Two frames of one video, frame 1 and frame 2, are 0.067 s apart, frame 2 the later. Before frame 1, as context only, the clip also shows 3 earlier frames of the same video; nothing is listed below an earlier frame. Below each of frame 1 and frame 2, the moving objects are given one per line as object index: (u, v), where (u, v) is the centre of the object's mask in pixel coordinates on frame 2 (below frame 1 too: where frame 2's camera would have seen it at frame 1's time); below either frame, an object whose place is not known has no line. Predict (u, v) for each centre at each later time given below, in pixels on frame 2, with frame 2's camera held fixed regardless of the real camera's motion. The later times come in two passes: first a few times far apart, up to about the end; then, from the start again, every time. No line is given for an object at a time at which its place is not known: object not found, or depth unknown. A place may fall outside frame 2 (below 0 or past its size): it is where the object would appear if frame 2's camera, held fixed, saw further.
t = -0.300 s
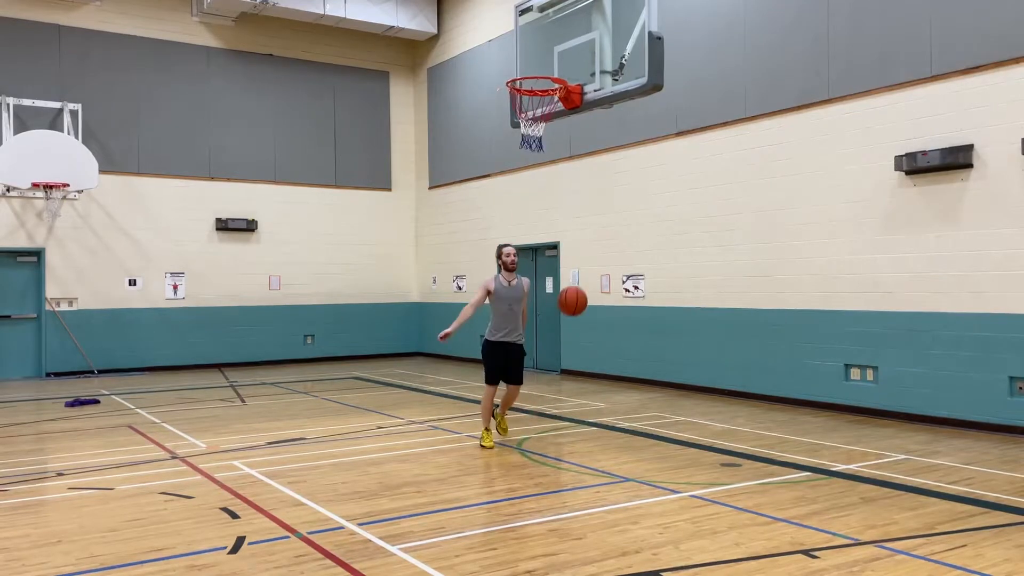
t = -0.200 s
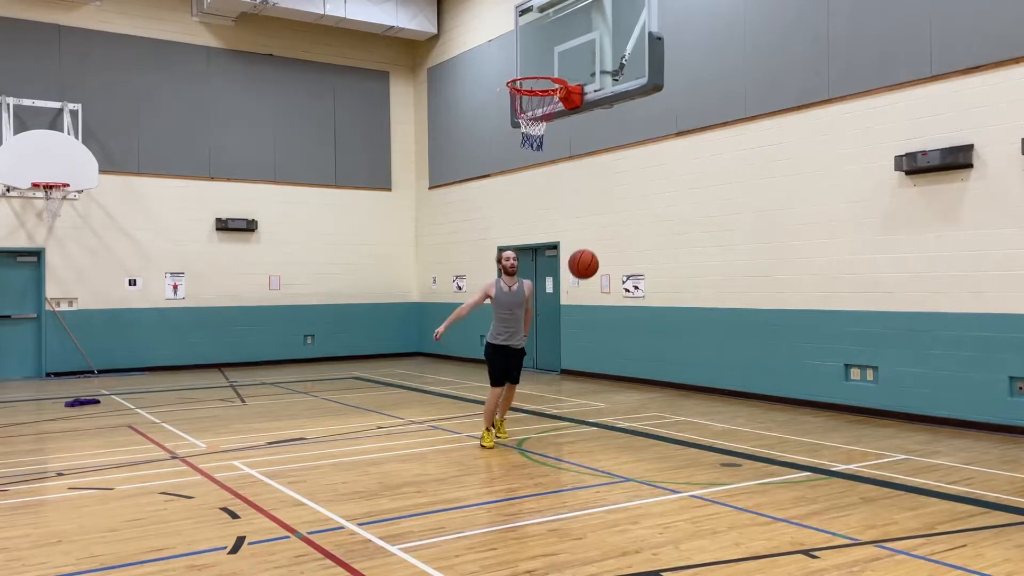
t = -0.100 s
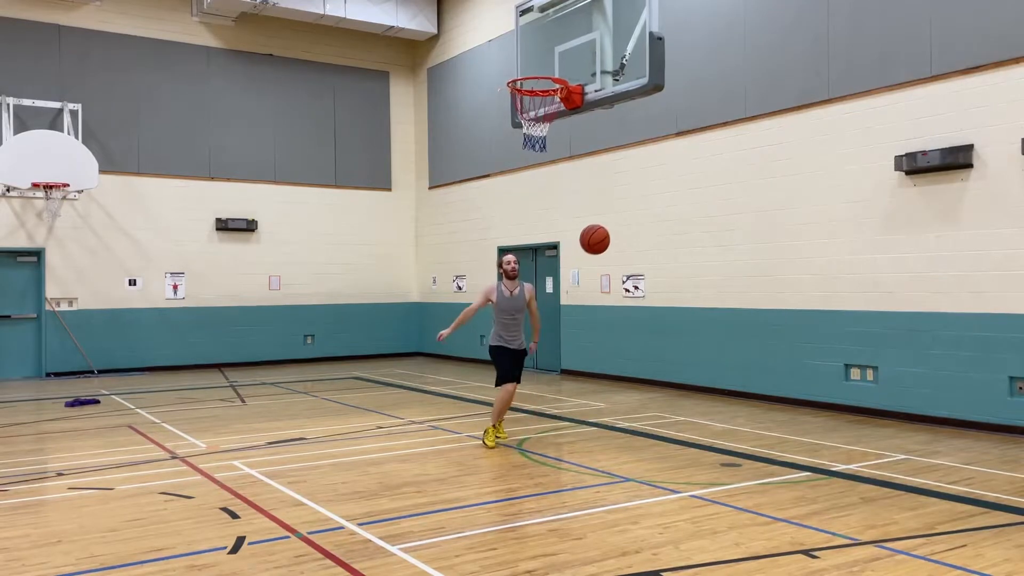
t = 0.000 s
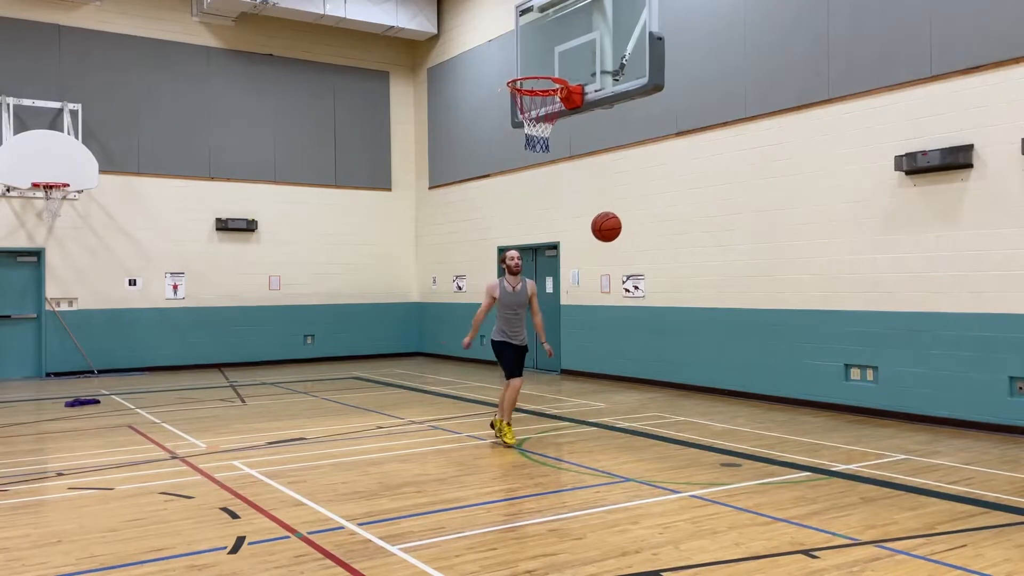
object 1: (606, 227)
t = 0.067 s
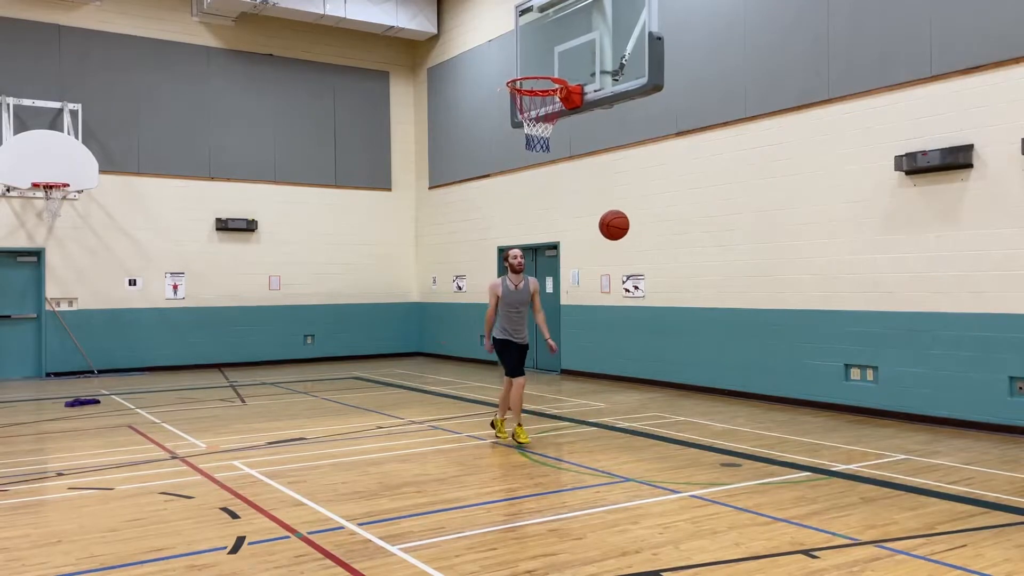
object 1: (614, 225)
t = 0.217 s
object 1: (631, 241)
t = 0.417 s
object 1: (655, 305)
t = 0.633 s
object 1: (681, 428)
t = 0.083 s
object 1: (616, 225)
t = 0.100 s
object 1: (618, 226)
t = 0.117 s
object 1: (620, 227)
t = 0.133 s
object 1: (622, 228)
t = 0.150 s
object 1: (624, 230)
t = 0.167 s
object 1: (626, 232)
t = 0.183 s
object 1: (627, 235)
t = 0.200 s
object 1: (629, 238)
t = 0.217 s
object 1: (631, 241)
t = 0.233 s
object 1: (633, 244)
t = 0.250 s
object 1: (635, 248)
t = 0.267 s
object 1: (637, 252)
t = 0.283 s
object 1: (639, 256)
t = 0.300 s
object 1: (641, 261)
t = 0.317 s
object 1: (643, 266)
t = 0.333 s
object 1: (645, 272)
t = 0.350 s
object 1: (647, 278)
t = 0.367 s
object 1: (649, 284)
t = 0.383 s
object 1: (651, 290)
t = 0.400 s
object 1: (653, 297)
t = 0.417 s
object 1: (655, 305)
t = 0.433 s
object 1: (657, 312)
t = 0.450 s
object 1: (659, 320)
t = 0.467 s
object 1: (662, 328)
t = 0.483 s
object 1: (663, 337)
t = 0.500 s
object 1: (665, 345)
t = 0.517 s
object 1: (667, 355)
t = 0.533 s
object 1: (669, 364)
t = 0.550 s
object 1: (671, 374)
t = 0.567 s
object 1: (673, 384)
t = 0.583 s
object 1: (675, 395)
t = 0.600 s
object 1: (677, 406)
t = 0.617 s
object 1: (679, 417)
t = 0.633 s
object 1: (681, 428)
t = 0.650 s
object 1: (683, 441)
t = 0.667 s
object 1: (685, 453)
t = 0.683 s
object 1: (687, 446)
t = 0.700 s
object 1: (688, 436)
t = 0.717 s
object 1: (690, 427)
